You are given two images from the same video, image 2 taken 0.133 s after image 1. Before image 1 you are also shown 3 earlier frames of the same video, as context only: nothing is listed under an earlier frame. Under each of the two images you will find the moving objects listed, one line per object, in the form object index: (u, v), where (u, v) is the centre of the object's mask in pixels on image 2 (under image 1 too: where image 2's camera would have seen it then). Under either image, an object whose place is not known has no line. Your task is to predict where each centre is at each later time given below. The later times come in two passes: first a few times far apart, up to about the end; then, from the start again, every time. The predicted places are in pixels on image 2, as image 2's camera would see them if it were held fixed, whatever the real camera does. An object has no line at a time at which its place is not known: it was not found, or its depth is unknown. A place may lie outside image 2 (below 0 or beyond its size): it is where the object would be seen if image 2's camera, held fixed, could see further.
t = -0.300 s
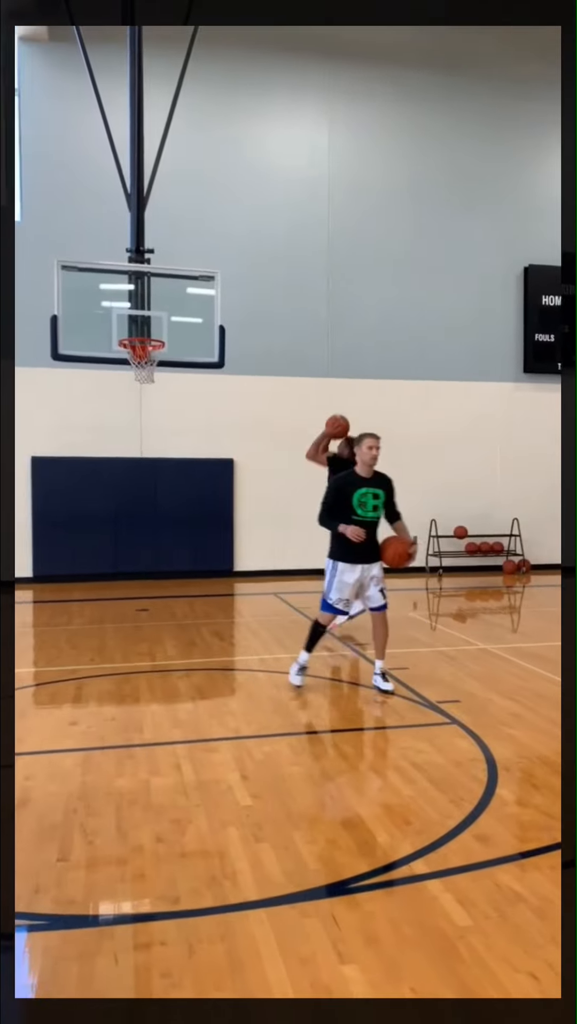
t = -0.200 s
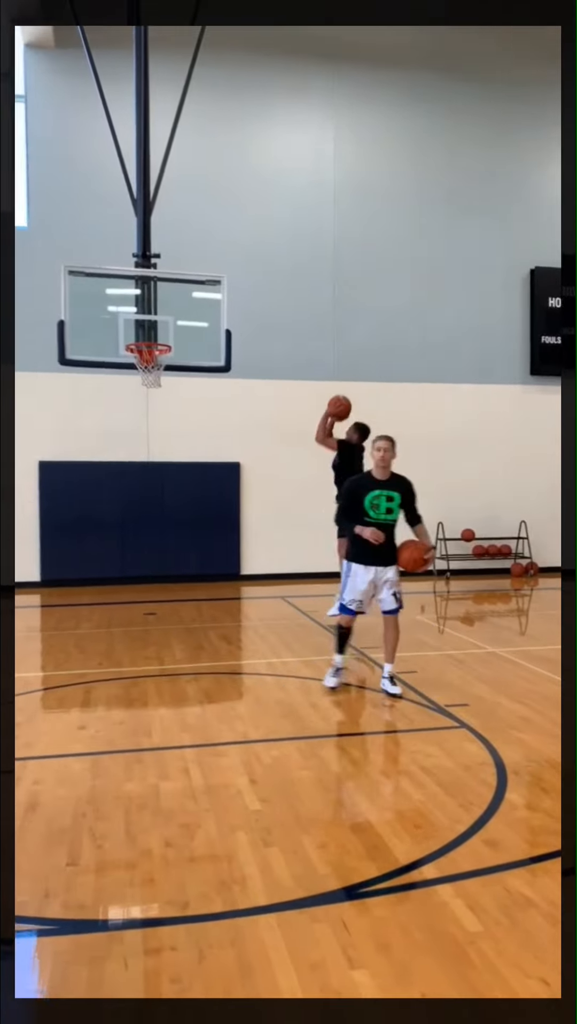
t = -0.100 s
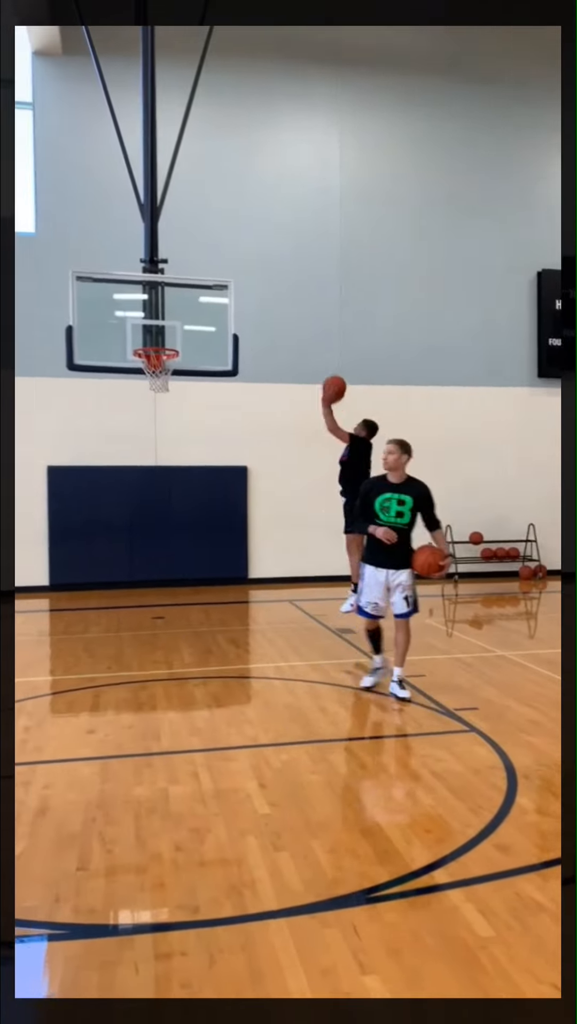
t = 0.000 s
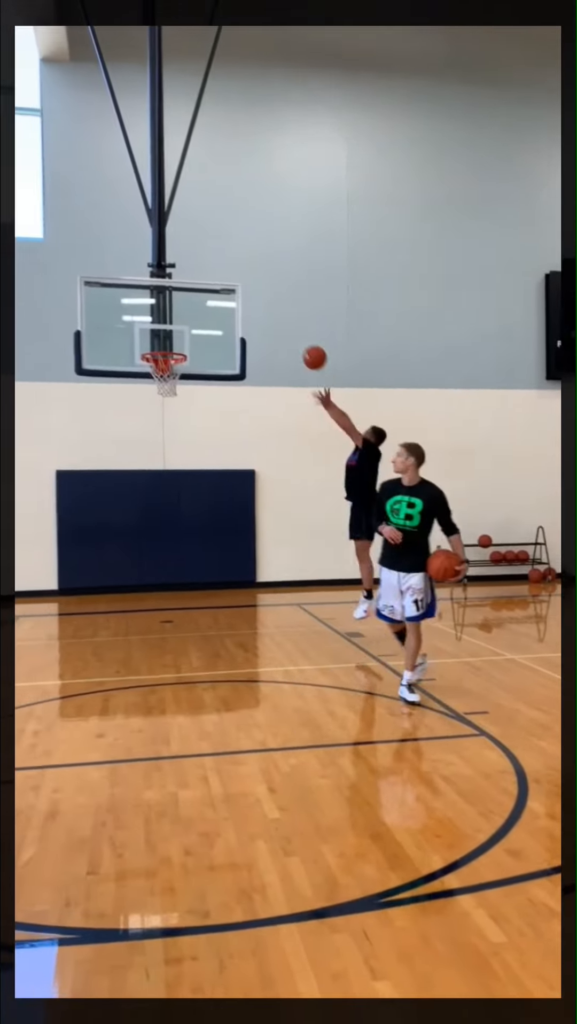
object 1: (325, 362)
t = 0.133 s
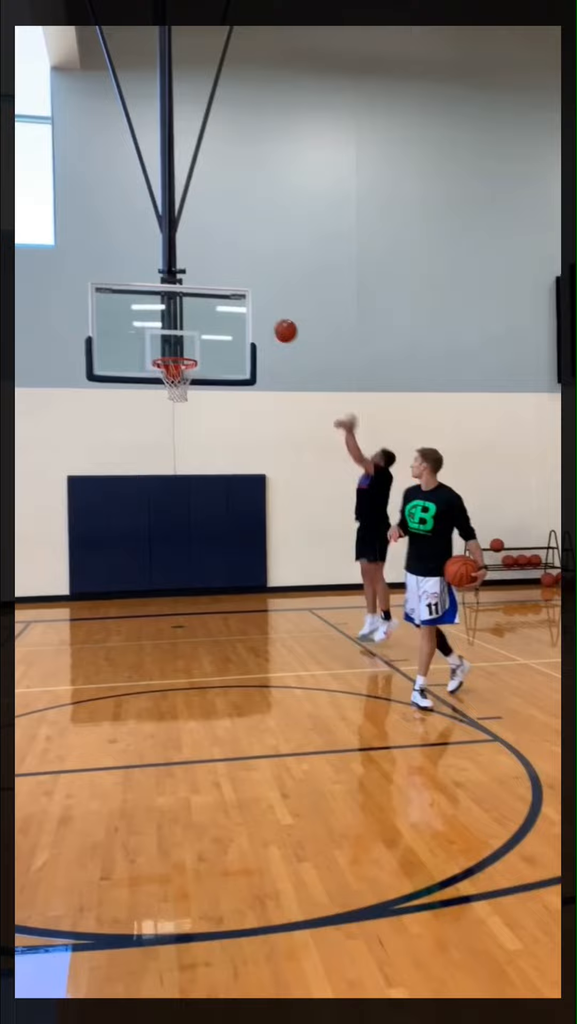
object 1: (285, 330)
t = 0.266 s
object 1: (249, 318)
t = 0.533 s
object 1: (189, 335)
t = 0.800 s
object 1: (175, 371)
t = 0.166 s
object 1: (276, 325)
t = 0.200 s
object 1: (267, 322)
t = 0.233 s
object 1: (258, 319)
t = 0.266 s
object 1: (249, 318)
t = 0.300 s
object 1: (240, 317)
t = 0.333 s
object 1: (231, 318)
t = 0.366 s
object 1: (223, 319)
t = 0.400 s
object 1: (215, 321)
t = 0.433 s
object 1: (206, 325)
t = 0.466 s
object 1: (198, 329)
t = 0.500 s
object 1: (192, 332)
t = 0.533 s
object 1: (189, 335)
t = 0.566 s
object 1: (185, 338)
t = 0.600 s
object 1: (181, 342)
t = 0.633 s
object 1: (177, 347)
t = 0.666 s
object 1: (174, 351)
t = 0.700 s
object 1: (171, 356)
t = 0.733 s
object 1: (174, 361)
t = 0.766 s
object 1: (172, 370)
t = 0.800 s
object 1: (175, 371)
